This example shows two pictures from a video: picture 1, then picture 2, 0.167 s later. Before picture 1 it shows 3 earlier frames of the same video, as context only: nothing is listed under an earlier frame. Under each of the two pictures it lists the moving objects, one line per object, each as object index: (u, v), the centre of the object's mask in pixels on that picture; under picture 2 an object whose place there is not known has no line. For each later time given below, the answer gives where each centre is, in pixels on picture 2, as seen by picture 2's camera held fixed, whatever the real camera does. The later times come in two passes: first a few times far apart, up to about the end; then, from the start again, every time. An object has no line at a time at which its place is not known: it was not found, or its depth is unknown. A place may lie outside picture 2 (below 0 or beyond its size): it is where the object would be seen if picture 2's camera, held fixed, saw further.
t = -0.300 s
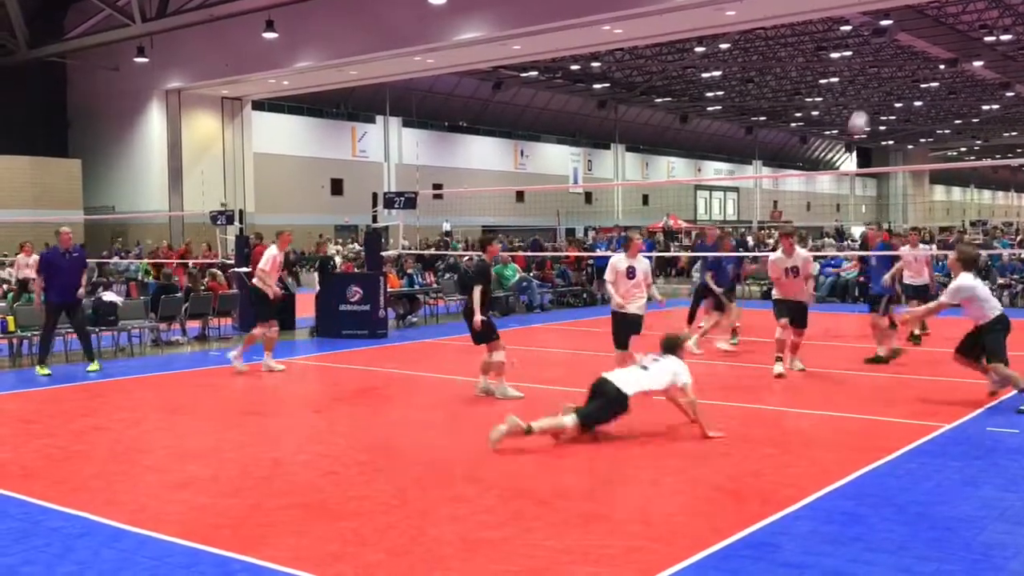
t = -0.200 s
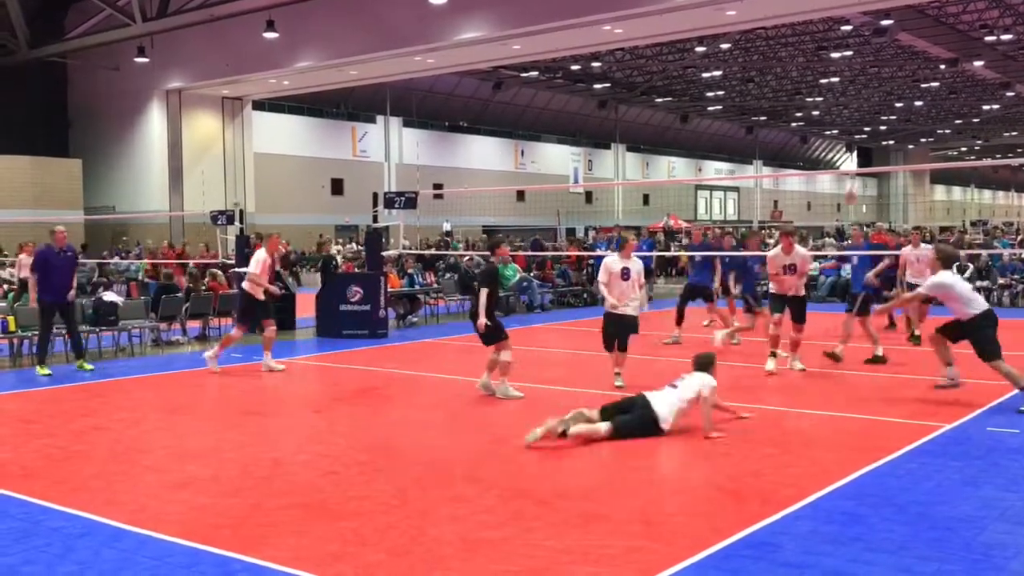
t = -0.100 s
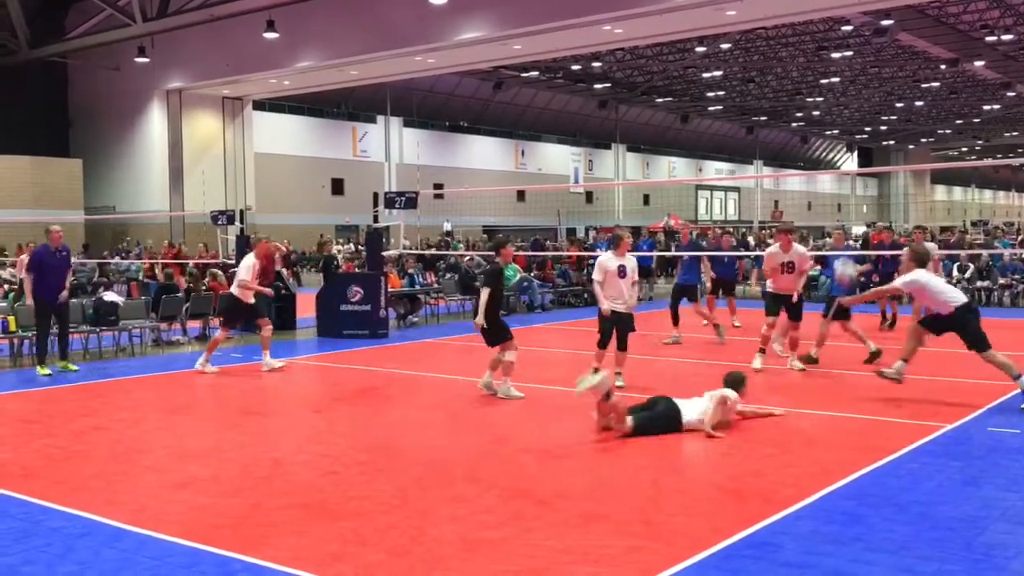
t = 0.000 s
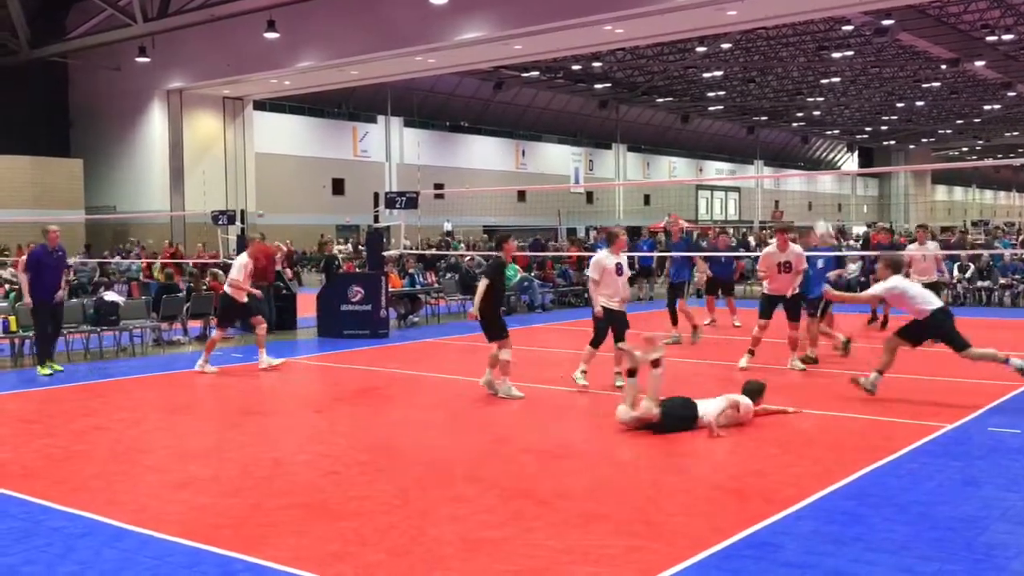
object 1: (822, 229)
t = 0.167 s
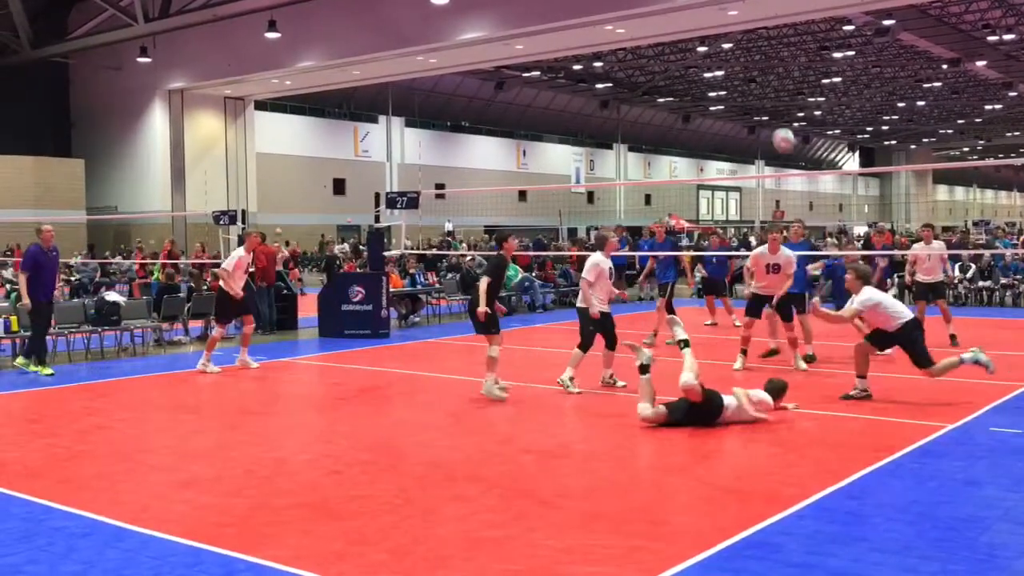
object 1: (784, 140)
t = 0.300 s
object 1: (753, 85)
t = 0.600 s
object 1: (684, 25)
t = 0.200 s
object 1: (776, 123)
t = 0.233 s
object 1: (769, 111)
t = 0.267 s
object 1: (761, 97)
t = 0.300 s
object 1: (753, 85)
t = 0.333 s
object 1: (746, 74)
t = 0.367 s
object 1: (738, 64)
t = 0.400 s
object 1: (730, 56)
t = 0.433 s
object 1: (722, 48)
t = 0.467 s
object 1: (715, 40)
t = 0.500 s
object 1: (707, 35)
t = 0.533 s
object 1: (699, 29)
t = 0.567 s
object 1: (691, 27)
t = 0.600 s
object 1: (684, 25)
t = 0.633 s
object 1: (677, 26)
